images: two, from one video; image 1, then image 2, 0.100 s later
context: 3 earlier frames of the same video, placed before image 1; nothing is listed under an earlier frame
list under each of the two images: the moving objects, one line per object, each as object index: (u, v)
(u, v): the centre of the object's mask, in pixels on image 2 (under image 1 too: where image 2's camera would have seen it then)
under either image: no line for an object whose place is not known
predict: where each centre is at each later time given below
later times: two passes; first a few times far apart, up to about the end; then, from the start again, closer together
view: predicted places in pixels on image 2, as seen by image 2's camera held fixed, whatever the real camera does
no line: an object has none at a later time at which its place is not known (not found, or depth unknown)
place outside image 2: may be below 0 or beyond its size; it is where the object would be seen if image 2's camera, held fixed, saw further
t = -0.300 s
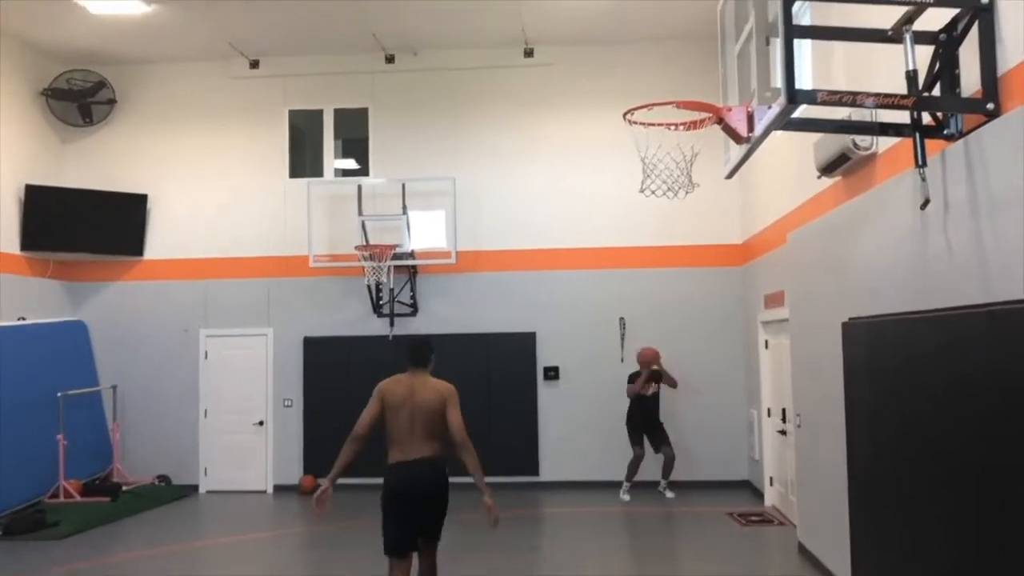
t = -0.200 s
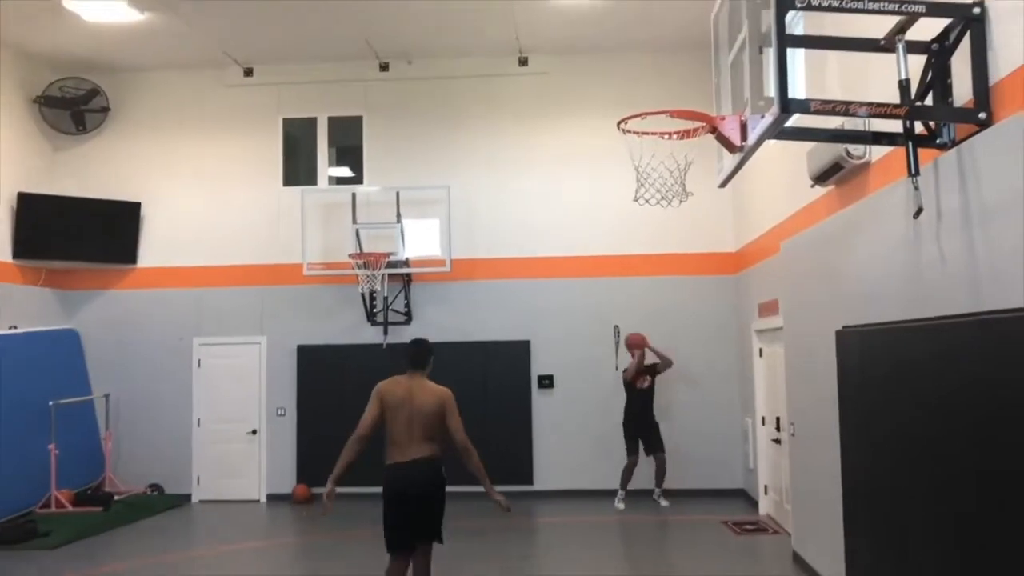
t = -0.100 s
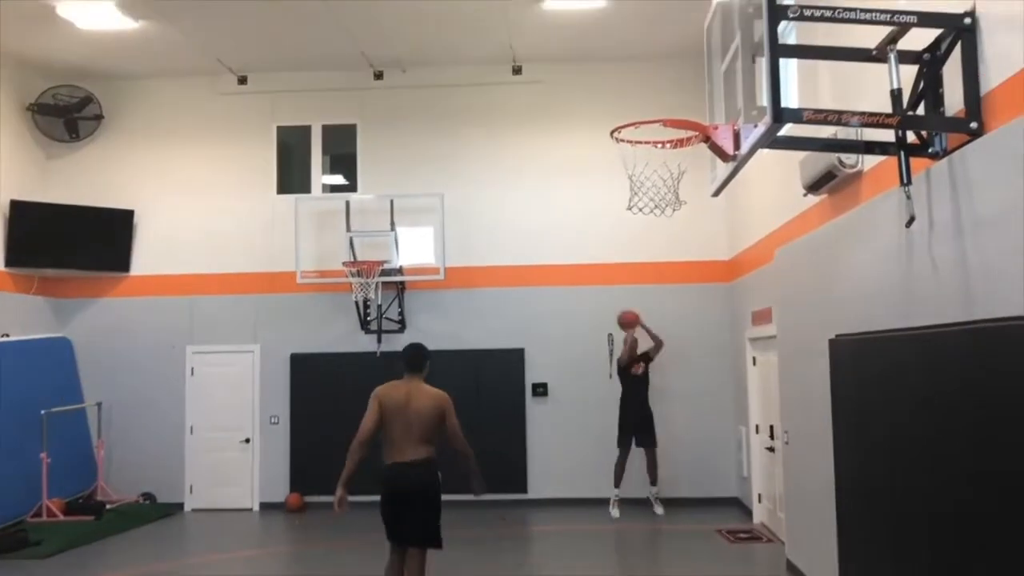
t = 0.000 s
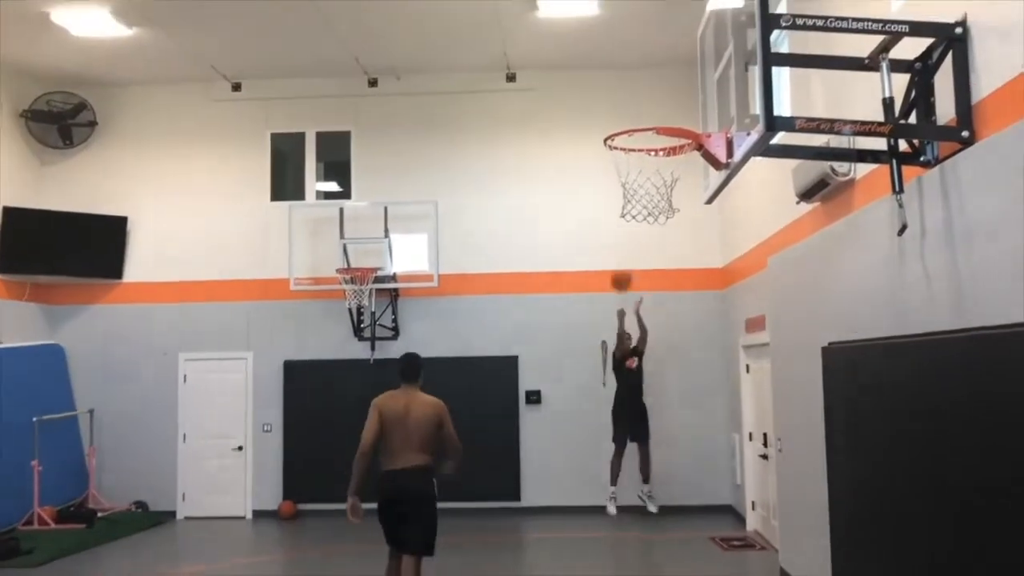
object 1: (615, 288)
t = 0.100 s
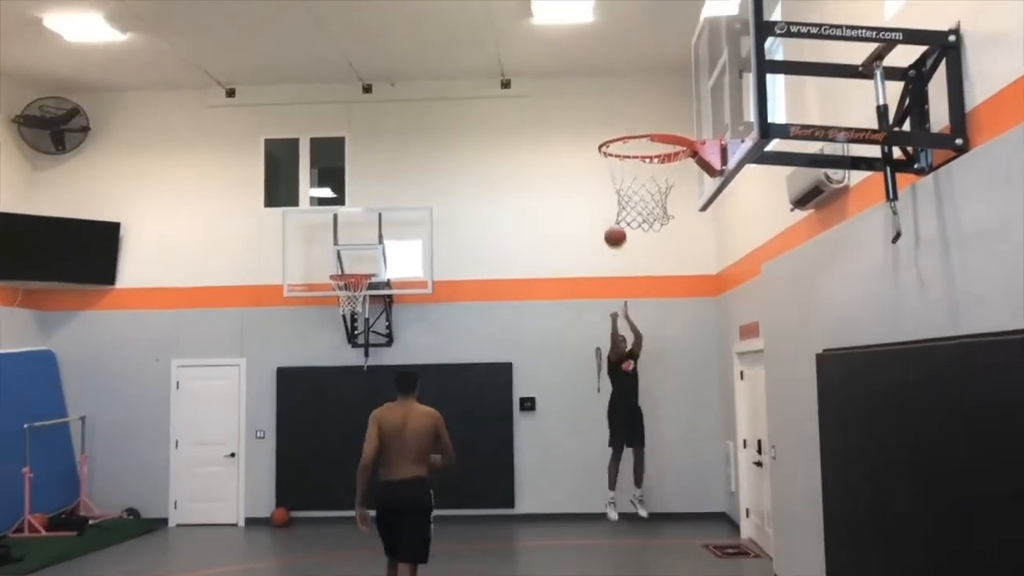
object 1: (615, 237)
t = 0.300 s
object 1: (616, 152)
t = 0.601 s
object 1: (621, 69)
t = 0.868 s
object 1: (632, 73)
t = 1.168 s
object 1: (643, 193)
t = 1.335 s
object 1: (644, 264)
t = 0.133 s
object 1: (613, 222)
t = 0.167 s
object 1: (611, 206)
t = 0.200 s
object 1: (613, 191)
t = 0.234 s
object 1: (615, 178)
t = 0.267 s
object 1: (615, 166)
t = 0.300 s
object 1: (616, 152)
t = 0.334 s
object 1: (615, 139)
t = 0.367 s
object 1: (616, 127)
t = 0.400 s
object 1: (616, 117)
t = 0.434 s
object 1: (617, 107)
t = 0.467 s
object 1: (618, 98)
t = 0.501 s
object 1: (619, 89)
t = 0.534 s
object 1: (619, 82)
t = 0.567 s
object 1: (621, 75)
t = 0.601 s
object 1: (621, 69)
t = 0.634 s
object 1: (623, 64)
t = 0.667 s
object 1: (624, 61)
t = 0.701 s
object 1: (625, 59)
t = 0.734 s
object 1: (627, 59)
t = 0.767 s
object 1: (628, 60)
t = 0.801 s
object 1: (629, 62)
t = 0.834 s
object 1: (631, 67)
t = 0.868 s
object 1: (632, 73)
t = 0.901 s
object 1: (634, 82)
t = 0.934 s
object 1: (636, 92)
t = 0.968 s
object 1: (638, 106)
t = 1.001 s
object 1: (640, 119)
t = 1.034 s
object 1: (641, 141)
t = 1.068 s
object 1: (643, 162)
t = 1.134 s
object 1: (643, 182)
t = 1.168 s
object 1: (643, 193)
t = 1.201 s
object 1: (643, 201)
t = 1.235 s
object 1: (643, 214)
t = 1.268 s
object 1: (643, 228)
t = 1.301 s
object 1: (643, 245)
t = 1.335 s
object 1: (644, 264)
